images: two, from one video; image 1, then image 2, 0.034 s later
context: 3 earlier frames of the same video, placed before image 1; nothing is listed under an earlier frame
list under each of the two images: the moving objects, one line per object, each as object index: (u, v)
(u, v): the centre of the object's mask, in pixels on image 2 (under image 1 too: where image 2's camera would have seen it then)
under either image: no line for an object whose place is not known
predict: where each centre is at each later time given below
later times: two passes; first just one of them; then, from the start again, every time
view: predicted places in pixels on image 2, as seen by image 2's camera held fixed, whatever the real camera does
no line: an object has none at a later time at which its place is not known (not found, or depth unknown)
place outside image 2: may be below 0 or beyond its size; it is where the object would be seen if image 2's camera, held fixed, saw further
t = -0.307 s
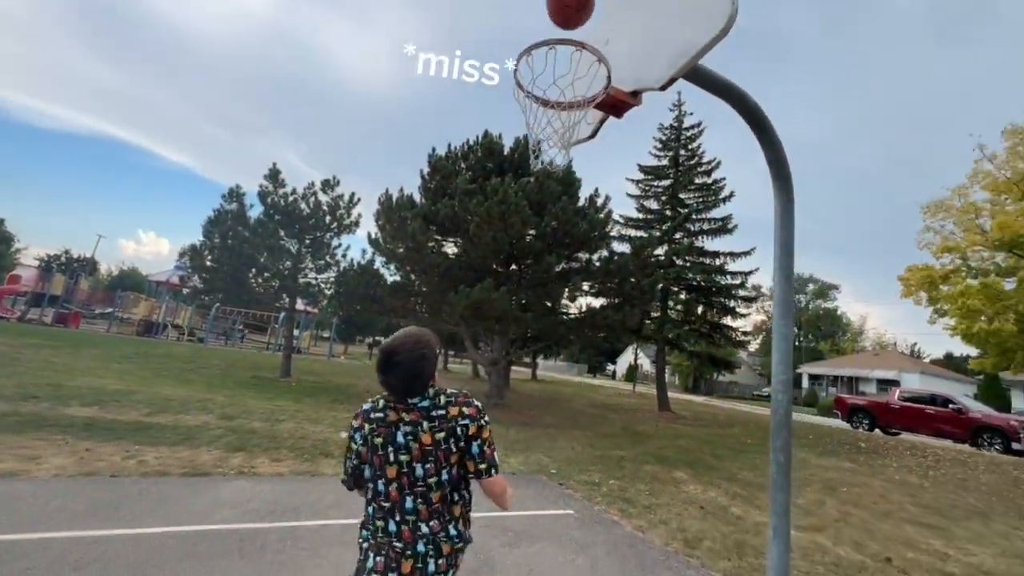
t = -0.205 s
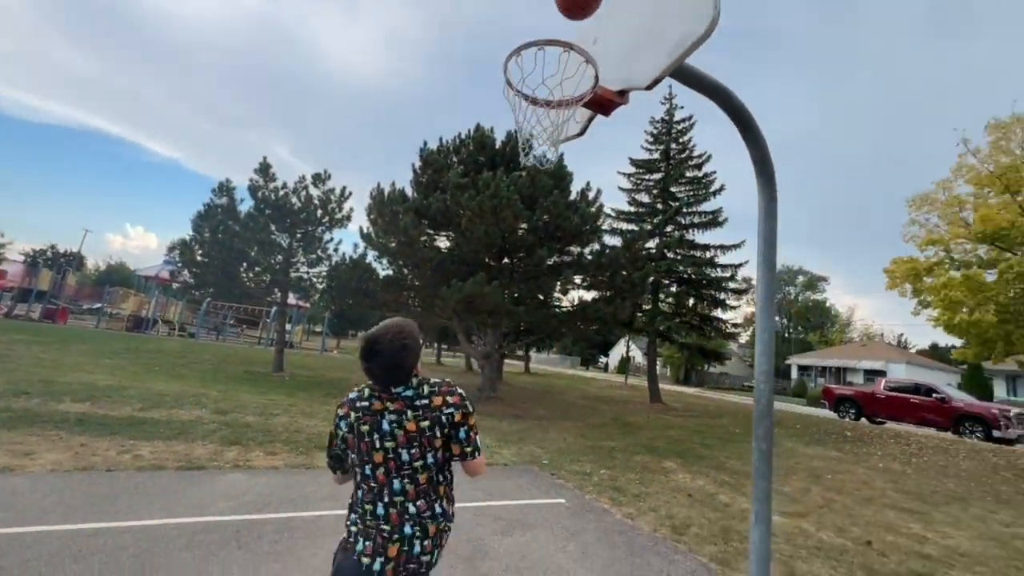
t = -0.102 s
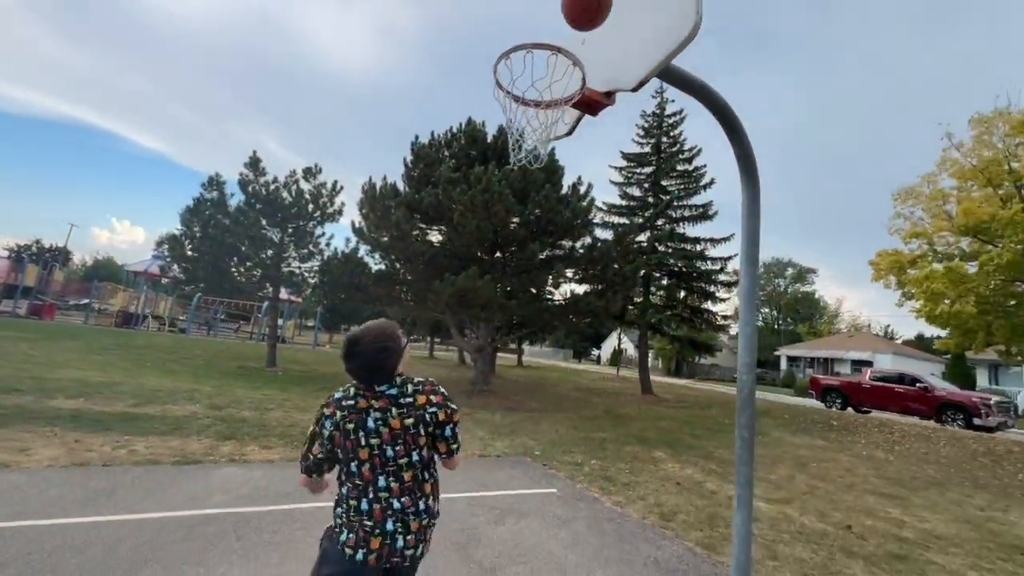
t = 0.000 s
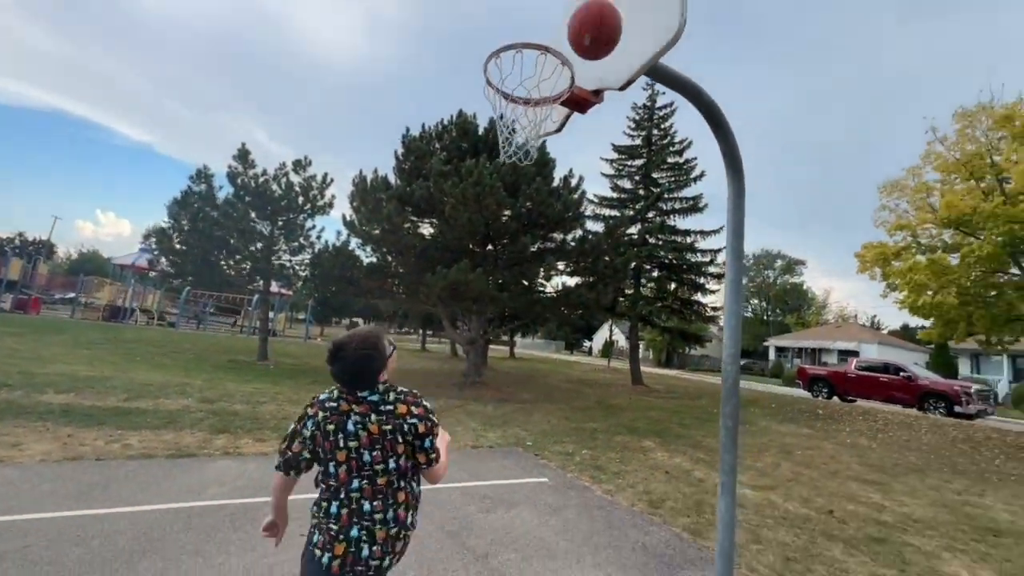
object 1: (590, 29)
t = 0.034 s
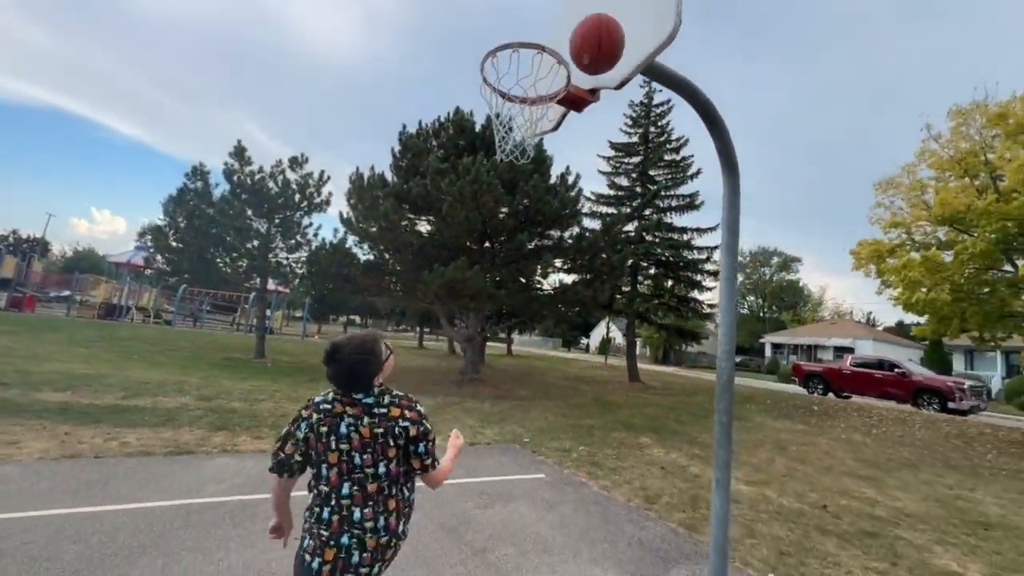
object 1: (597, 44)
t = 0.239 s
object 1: (631, 205)
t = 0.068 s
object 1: (603, 63)
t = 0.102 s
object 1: (608, 85)
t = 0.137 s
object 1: (614, 110)
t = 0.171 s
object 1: (620, 138)
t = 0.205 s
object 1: (626, 170)
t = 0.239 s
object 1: (631, 205)
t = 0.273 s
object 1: (636, 245)
